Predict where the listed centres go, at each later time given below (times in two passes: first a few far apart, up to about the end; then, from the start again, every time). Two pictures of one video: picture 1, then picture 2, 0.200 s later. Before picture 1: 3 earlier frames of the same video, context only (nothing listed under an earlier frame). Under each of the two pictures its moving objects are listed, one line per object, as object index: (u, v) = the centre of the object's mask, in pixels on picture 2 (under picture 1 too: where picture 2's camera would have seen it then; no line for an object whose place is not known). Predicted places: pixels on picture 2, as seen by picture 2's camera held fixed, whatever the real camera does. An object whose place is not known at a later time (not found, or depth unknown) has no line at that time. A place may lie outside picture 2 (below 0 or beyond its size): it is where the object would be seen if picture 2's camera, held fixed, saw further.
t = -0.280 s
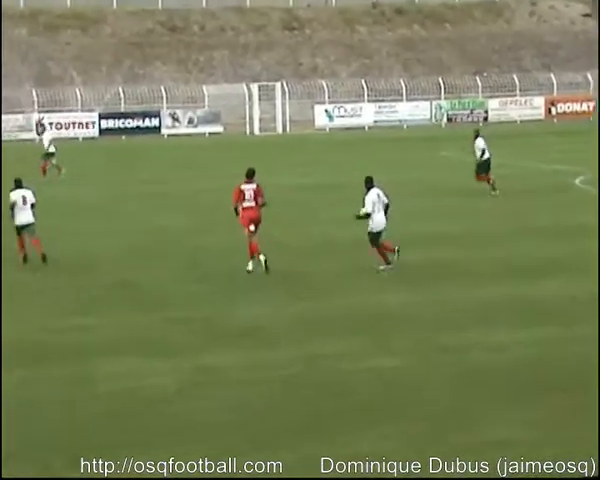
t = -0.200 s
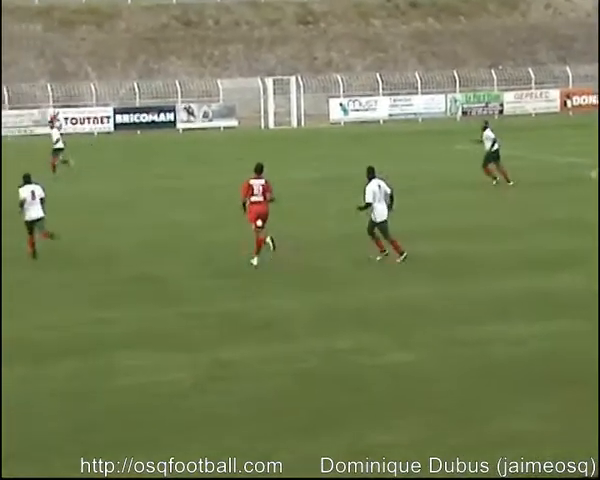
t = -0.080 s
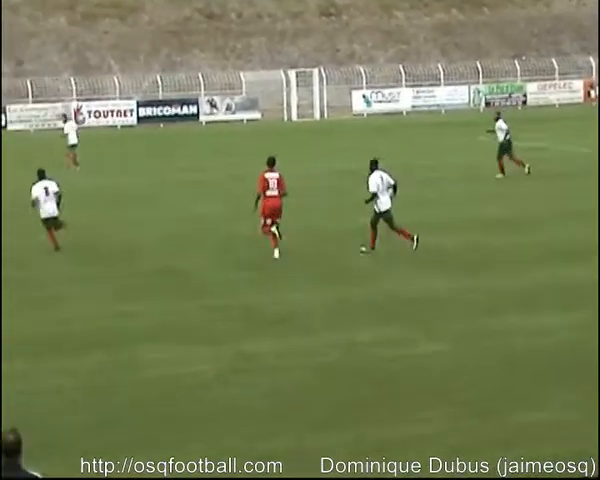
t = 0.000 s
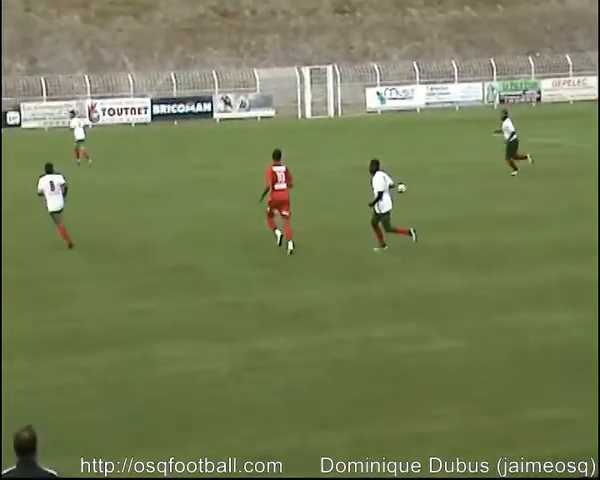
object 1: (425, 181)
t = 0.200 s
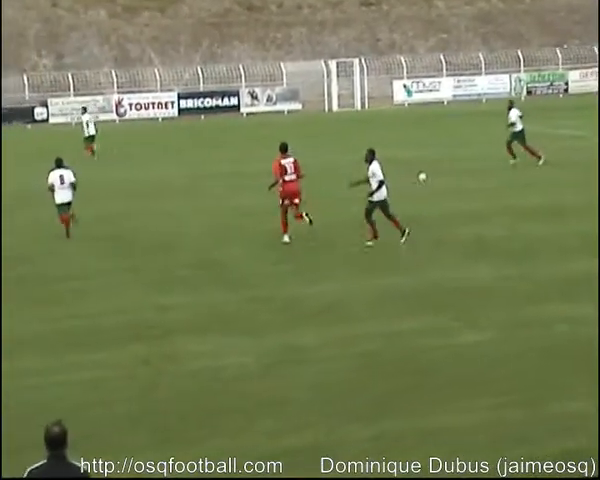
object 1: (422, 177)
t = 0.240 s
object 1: (421, 175)
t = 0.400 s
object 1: (419, 172)
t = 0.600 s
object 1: (414, 170)
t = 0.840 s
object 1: (407, 167)
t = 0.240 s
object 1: (421, 175)
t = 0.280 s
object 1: (421, 175)
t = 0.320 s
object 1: (420, 176)
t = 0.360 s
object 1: (419, 175)
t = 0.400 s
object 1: (419, 172)
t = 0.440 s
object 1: (418, 172)
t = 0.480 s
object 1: (417, 172)
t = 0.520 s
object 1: (417, 172)
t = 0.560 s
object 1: (416, 170)
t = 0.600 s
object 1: (414, 170)
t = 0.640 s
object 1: (413, 169)
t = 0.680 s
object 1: (412, 169)
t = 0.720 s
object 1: (411, 169)
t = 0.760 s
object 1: (409, 168)
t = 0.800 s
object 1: (408, 167)
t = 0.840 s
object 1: (407, 167)
